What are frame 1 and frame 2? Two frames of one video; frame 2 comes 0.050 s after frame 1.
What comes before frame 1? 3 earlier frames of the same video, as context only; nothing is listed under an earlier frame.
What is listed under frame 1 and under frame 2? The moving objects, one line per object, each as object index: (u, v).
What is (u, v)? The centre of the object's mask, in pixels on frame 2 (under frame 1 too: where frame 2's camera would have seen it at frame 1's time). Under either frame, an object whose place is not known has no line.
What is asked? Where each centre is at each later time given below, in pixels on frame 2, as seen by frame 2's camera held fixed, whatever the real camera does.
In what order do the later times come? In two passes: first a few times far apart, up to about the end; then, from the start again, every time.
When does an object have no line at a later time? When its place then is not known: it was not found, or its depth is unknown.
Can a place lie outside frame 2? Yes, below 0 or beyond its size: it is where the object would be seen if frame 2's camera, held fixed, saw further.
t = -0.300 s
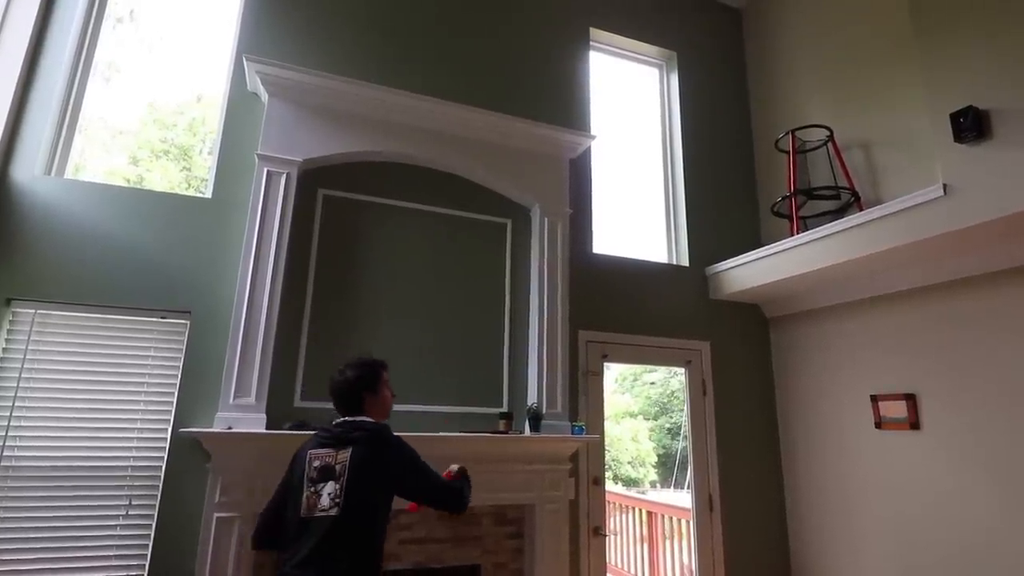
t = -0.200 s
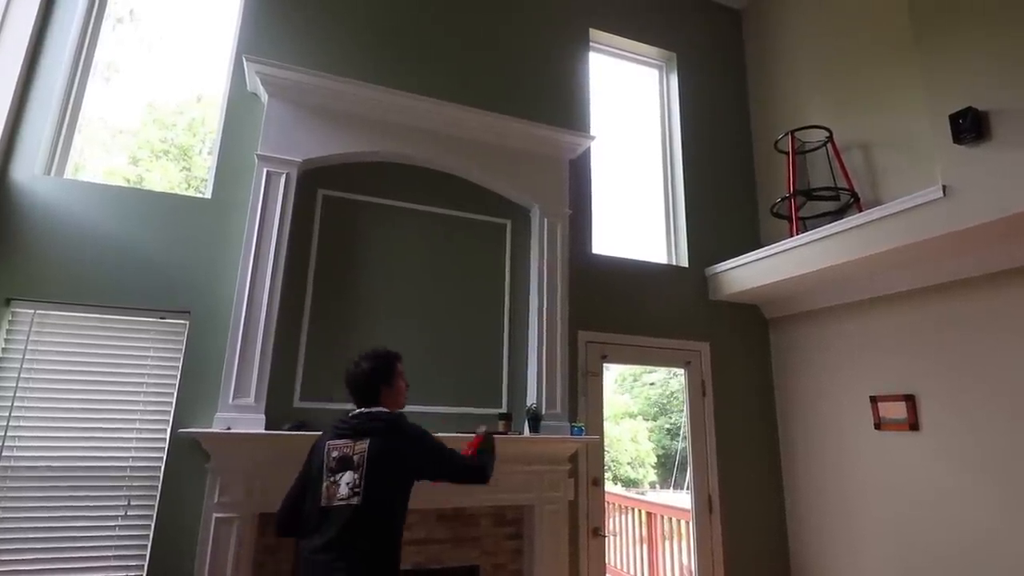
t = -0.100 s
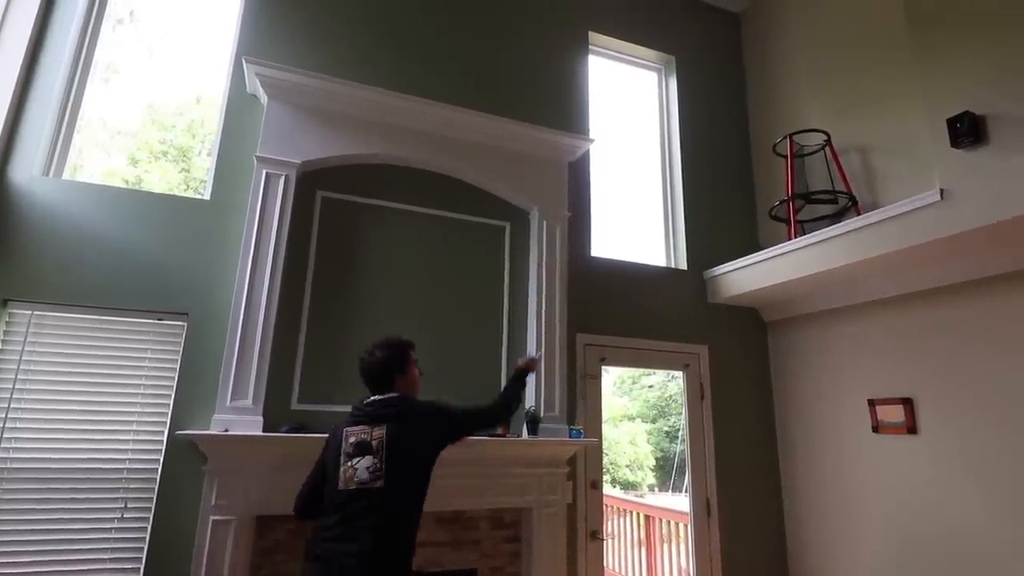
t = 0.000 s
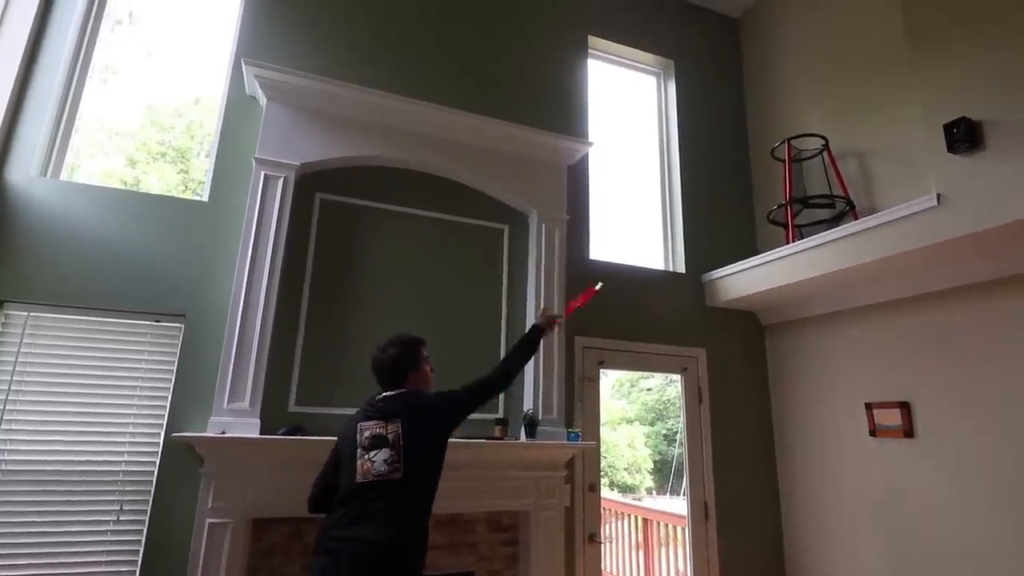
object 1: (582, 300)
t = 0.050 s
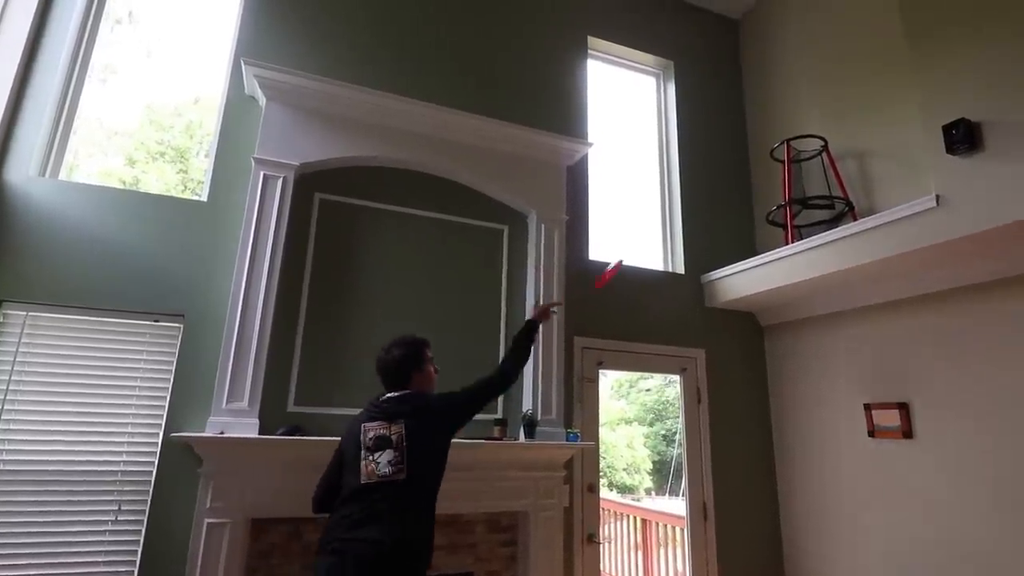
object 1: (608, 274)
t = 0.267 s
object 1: (707, 209)
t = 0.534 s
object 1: (776, 209)
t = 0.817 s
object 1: (752, 230)
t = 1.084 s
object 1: (736, 289)
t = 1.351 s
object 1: (732, 459)
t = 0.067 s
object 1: (616, 268)
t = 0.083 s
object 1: (626, 258)
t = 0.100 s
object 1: (635, 250)
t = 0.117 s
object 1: (643, 244)
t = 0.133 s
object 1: (653, 237)
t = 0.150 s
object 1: (661, 232)
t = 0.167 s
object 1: (668, 228)
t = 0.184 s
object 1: (675, 224)
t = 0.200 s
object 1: (680, 221)
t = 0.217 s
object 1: (688, 217)
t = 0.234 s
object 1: (694, 214)
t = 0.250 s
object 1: (700, 212)
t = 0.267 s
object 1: (707, 209)
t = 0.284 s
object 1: (714, 208)
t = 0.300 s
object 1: (720, 205)
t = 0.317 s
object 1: (728, 202)
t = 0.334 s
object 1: (733, 202)
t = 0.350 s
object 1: (739, 202)
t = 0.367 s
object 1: (745, 201)
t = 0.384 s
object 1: (750, 201)
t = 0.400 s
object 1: (756, 201)
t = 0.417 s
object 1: (761, 201)
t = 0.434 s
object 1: (766, 202)
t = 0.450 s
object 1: (773, 204)
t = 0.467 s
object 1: (777, 207)
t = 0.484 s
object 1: (778, 206)
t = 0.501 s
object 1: (780, 207)
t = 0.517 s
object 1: (778, 208)
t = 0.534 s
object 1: (776, 209)
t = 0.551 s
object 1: (774, 210)
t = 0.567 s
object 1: (772, 212)
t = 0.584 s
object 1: (770, 214)
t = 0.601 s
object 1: (769, 217)
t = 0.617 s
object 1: (767, 220)
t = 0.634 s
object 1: (765, 223)
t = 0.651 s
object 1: (764, 227)
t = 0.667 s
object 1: (763, 230)
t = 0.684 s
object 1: (762, 234)
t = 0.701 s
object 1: (760, 236)
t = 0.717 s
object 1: (760, 234)
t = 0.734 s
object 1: (757, 232)
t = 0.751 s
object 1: (755, 231)
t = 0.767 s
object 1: (754, 230)
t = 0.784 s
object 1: (753, 230)
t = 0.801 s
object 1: (753, 229)
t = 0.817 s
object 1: (752, 230)
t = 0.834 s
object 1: (750, 231)
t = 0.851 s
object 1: (749, 233)
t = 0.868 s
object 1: (748, 234)
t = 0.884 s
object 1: (748, 235)
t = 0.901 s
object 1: (746, 237)
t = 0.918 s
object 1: (746, 241)
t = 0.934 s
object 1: (745, 244)
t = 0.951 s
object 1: (744, 248)
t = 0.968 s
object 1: (743, 251)
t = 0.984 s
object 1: (741, 256)
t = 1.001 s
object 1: (743, 258)
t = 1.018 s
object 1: (746, 262)
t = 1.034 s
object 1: (739, 270)
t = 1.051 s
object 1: (738, 277)
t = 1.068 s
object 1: (737, 282)
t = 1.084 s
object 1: (736, 289)
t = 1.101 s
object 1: (735, 296)
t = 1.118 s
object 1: (735, 305)
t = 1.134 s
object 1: (733, 312)
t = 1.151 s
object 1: (733, 319)
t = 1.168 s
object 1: (731, 328)
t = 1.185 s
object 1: (730, 337)
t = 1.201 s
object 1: (730, 347)
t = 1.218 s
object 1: (729, 358)
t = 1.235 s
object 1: (729, 369)
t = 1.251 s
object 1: (730, 380)
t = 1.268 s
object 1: (729, 391)
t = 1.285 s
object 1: (730, 405)
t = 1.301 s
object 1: (729, 417)
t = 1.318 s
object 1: (731, 431)
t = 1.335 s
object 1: (731, 445)
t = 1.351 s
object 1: (732, 459)
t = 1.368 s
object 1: (732, 476)
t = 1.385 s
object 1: (733, 493)
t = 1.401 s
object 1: (734, 511)
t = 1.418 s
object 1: (734, 527)
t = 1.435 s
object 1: (734, 545)
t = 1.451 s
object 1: (735, 558)
